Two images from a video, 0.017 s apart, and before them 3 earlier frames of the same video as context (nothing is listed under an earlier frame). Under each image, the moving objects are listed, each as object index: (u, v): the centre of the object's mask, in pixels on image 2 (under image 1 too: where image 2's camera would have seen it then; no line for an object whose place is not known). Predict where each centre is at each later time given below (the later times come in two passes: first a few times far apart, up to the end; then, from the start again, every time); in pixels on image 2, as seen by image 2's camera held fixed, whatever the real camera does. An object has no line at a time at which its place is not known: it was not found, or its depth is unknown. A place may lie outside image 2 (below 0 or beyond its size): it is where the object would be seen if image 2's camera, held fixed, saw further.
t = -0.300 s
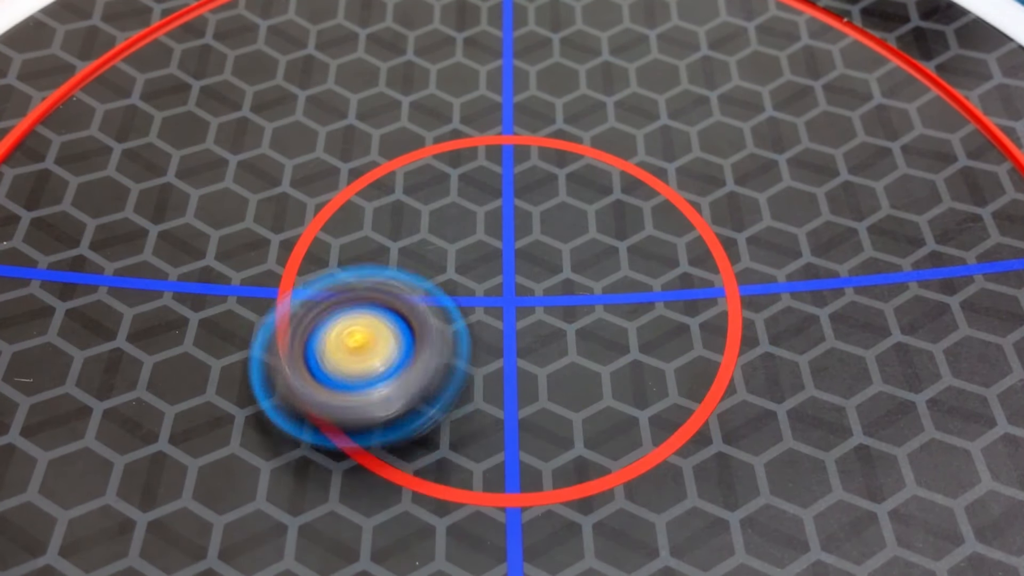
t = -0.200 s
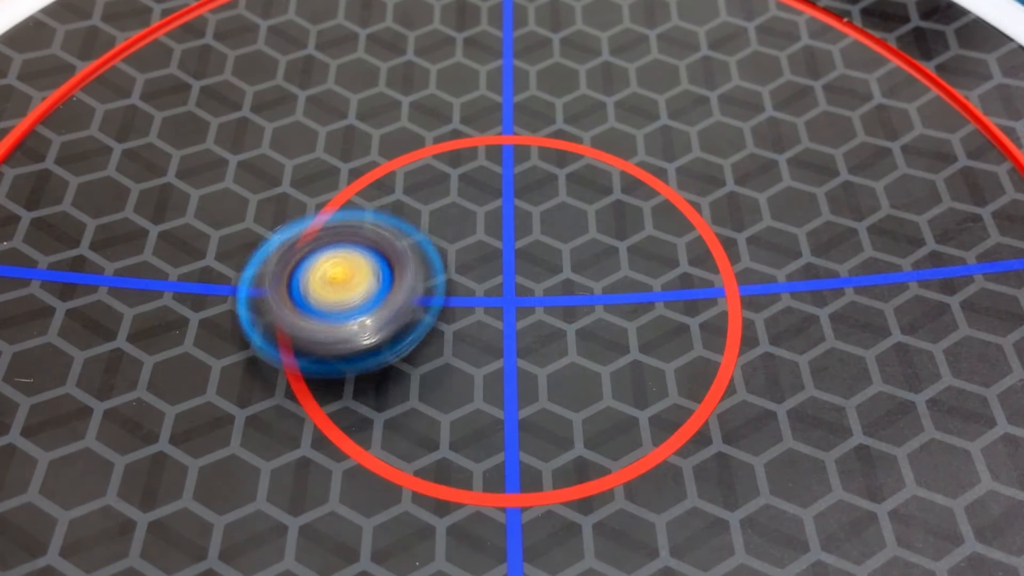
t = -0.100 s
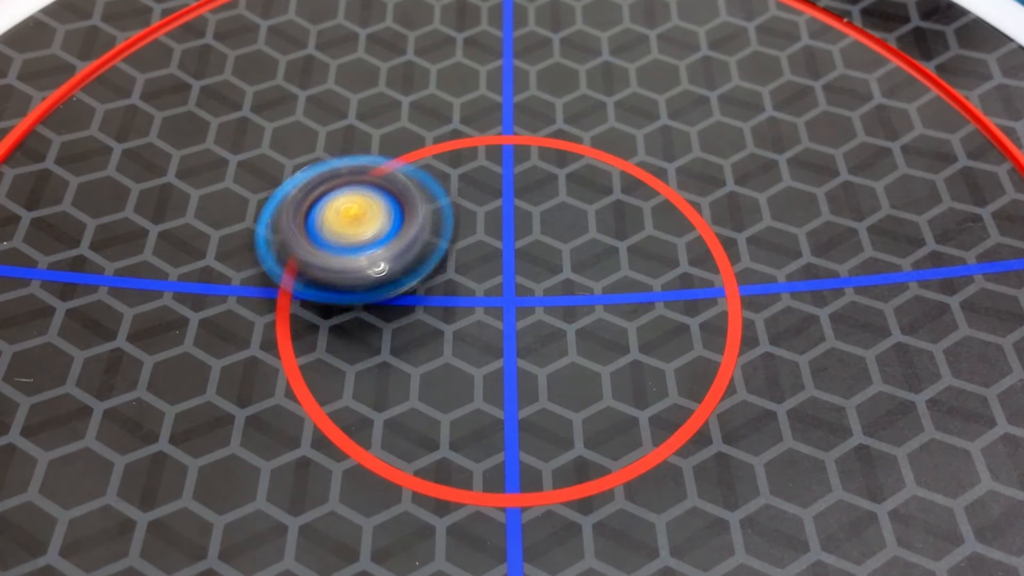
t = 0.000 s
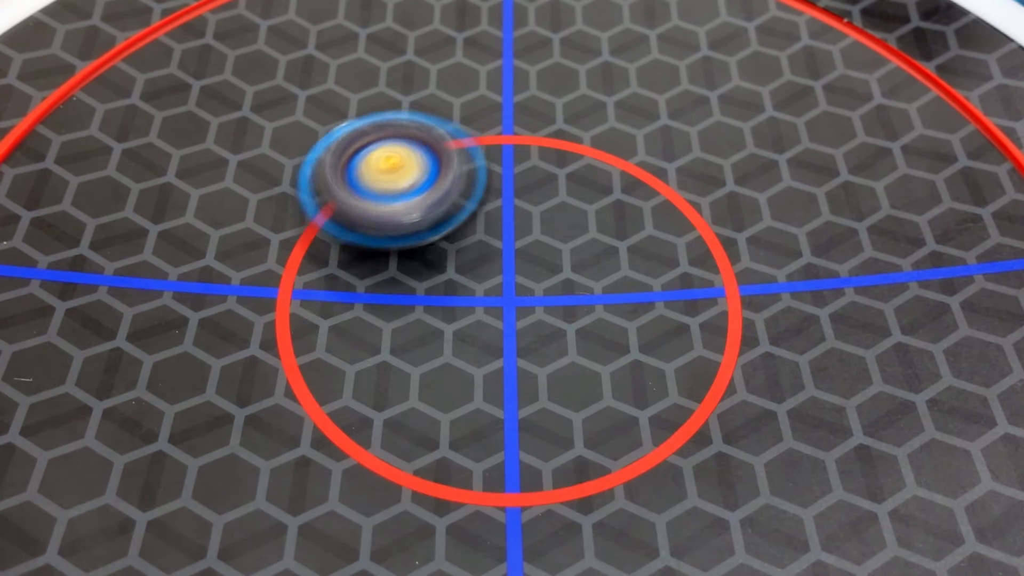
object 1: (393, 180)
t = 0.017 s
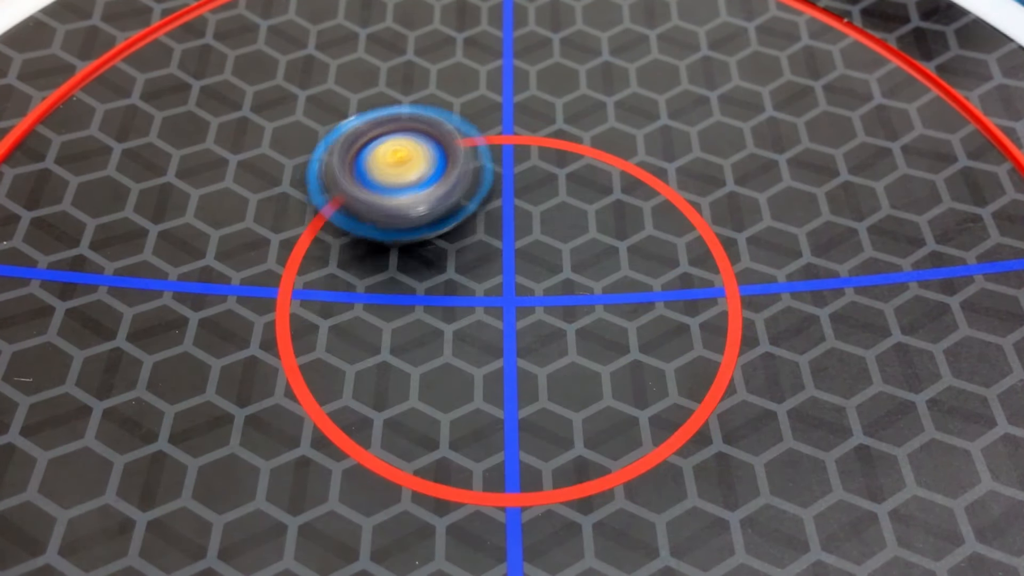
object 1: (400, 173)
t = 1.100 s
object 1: (536, 434)
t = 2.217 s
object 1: (688, 238)
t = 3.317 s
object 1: (487, 138)
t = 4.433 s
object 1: (387, 290)
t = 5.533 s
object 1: (529, 377)
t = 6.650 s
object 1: (631, 161)
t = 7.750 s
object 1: (517, 213)
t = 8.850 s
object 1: (497, 319)
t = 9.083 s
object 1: (508, 325)
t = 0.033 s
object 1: (409, 167)
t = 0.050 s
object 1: (417, 162)
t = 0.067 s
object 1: (425, 157)
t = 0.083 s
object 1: (435, 151)
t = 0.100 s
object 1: (445, 148)
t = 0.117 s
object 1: (455, 144)
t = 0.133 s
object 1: (465, 140)
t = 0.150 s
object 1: (474, 137)
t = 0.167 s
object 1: (485, 135)
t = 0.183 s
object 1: (495, 133)
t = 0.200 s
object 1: (505, 131)
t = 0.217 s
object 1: (517, 130)
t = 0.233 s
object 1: (528, 129)
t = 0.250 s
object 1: (538, 130)
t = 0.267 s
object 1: (550, 130)
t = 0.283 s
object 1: (560, 131)
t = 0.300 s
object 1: (569, 132)
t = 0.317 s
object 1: (580, 134)
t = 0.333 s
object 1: (590, 136)
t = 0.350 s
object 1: (601, 139)
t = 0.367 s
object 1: (611, 142)
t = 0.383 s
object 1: (621, 145)
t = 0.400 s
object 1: (631, 150)
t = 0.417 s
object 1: (641, 154)
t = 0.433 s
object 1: (651, 159)
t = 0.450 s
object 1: (660, 165)
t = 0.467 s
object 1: (669, 171)
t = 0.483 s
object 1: (678, 177)
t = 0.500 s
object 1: (686, 184)
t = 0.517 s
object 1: (694, 191)
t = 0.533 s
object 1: (701, 198)
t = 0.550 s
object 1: (708, 206)
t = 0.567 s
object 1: (714, 215)
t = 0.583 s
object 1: (721, 224)
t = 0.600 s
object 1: (726, 232)
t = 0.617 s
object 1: (731, 241)
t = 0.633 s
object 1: (736, 251)
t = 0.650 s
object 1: (739, 260)
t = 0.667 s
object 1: (742, 270)
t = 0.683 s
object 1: (745, 280)
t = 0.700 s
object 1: (746, 290)
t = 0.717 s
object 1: (747, 299)
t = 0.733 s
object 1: (747, 310)
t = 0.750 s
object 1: (746, 321)
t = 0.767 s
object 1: (744, 331)
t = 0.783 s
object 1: (742, 341)
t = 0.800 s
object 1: (738, 350)
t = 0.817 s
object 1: (733, 360)
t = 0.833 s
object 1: (728, 369)
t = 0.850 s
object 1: (720, 378)
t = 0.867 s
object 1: (713, 387)
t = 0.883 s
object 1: (705, 394)
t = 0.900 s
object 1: (697, 402)
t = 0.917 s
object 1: (686, 409)
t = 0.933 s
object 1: (674, 416)
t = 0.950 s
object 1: (663, 421)
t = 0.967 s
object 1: (652, 426)
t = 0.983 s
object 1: (638, 430)
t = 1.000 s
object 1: (623, 433)
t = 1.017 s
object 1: (609, 436)
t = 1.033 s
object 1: (596, 437)
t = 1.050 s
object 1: (580, 437)
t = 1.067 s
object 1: (565, 437)
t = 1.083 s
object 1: (549, 436)
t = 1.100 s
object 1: (536, 434)
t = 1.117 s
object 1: (521, 431)
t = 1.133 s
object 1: (507, 428)
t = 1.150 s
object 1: (493, 423)
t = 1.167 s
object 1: (479, 417)
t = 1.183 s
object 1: (464, 410)
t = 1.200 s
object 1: (451, 404)
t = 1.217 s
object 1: (439, 397)
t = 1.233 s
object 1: (428, 388)
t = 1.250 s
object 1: (416, 379)
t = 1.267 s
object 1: (406, 369)
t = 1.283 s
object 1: (397, 359)
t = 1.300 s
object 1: (389, 349)
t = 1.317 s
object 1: (381, 338)
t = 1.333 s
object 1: (374, 328)
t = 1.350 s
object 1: (369, 316)
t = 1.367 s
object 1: (365, 305)
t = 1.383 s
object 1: (361, 294)
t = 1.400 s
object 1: (358, 283)
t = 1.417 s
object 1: (357, 272)
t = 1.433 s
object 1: (356, 261)
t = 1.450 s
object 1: (354, 254)
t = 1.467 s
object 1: (350, 250)
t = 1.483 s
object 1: (347, 245)
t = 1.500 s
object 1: (344, 242)
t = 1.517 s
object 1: (343, 238)
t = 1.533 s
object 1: (343, 234)
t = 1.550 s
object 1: (343, 230)
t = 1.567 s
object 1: (345, 227)
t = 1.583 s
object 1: (347, 223)
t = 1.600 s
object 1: (350, 219)
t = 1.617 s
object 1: (354, 215)
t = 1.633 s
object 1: (359, 211)
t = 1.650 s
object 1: (365, 208)
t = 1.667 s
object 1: (371, 203)
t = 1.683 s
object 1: (378, 200)
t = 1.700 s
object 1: (385, 197)
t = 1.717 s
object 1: (394, 193)
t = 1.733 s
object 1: (403, 190)
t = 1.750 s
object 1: (413, 187)
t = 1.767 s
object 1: (423, 184)
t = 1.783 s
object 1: (433, 182)
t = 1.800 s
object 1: (445, 179)
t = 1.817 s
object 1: (456, 176)
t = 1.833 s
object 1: (467, 174)
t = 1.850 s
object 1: (478, 172)
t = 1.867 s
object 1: (490, 170)
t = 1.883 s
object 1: (501, 169)
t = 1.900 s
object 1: (513, 168)
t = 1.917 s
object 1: (524, 168)
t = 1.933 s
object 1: (536, 168)
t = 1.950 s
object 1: (547, 168)
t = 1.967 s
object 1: (558, 169)
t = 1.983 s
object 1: (570, 170)
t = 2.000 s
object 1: (581, 172)
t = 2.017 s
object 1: (592, 175)
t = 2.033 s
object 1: (602, 178)
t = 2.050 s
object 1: (613, 181)
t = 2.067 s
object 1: (622, 185)
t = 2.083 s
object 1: (632, 189)
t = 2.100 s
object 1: (641, 194)
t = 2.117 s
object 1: (649, 198)
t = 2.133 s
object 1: (657, 204)
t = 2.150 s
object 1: (665, 210)
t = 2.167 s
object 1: (672, 217)
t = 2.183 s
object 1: (678, 223)
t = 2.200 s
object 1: (683, 230)
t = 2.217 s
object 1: (688, 238)
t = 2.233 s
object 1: (693, 246)
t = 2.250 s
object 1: (697, 254)
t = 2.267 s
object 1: (700, 262)
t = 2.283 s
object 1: (701, 271)
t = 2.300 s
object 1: (703, 279)
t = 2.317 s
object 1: (703, 289)
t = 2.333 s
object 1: (703, 297)
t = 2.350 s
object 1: (701, 306)
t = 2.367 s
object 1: (699, 315)
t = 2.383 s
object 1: (696, 324)
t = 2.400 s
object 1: (692, 332)
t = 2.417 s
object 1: (687, 340)
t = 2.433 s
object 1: (680, 349)
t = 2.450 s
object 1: (673, 356)
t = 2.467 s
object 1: (666, 363)
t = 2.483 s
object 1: (657, 370)
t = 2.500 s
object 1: (645, 377)
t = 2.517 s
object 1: (635, 384)
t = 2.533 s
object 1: (624, 389)
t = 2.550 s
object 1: (612, 393)
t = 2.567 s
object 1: (600, 397)
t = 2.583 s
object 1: (588, 400)
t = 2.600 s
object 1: (576, 403)
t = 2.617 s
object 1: (563, 405)
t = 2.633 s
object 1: (550, 405)
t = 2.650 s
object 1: (536, 405)
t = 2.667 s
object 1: (523, 405)
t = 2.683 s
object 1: (510, 402)
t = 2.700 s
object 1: (497, 400)
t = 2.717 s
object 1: (484, 397)
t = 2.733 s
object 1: (472, 393)
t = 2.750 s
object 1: (459, 388)
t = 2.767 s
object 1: (448, 383)
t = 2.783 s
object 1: (437, 377)
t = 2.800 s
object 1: (426, 370)
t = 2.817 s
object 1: (417, 363)
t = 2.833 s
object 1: (409, 355)
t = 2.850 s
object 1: (401, 347)
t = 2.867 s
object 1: (394, 338)
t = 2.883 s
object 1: (388, 329)
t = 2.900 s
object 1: (382, 320)
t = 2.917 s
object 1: (377, 311)
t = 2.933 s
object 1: (374, 301)
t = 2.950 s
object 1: (371, 291)
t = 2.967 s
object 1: (369, 281)
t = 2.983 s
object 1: (368, 271)
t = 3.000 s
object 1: (368, 262)
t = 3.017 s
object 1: (369, 253)
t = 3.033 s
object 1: (370, 243)
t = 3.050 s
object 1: (373, 234)
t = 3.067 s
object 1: (376, 225)
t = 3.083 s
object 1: (380, 217)
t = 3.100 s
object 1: (384, 208)
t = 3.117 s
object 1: (389, 200)
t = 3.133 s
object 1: (395, 193)
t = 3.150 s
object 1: (402, 186)
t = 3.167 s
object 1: (409, 179)
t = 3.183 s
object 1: (415, 173)
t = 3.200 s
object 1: (423, 167)
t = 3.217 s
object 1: (430, 162)
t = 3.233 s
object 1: (439, 157)
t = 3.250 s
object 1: (449, 152)
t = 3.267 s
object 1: (458, 147)
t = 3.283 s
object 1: (467, 144)
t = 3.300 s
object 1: (477, 141)
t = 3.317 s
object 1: (487, 138)
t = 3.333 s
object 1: (497, 136)
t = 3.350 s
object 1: (507, 134)
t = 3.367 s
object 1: (517, 133)
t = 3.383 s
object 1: (528, 132)
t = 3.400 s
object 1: (538, 132)
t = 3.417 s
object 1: (548, 132)
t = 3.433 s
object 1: (559, 133)
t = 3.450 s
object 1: (569, 134)
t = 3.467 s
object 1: (579, 136)
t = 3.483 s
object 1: (589, 139)
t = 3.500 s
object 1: (599, 142)
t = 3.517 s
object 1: (609, 145)
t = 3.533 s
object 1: (617, 149)
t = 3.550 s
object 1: (625, 153)
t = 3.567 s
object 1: (633, 158)
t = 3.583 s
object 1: (642, 163)
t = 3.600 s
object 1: (649, 168)
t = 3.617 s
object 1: (657, 174)
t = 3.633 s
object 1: (664, 181)
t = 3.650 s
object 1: (670, 188)
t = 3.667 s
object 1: (676, 195)
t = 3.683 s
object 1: (681, 202)
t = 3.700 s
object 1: (686, 211)
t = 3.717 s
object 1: (690, 218)
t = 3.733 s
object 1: (693, 226)
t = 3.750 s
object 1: (696, 235)
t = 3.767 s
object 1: (698, 245)
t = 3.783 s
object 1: (699, 253)
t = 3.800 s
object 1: (700, 262)
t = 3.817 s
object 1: (699, 272)
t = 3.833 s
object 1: (699, 280)
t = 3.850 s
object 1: (696, 290)
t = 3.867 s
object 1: (692, 298)
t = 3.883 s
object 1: (688, 307)
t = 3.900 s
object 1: (682, 316)
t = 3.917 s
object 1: (677, 325)
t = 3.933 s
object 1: (670, 333)
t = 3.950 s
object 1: (663, 341)
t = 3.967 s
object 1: (654, 347)
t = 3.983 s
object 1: (632, 351)
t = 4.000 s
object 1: (626, 357)
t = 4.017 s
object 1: (621, 365)
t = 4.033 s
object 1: (611, 370)
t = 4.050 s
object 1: (603, 377)
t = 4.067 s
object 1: (590, 380)
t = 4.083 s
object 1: (579, 382)
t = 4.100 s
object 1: (568, 385)
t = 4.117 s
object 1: (556, 387)
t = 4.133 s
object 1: (542, 387)
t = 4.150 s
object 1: (529, 387)
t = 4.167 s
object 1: (517, 386)
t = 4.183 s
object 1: (504, 384)
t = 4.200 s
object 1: (492, 382)
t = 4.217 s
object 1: (480, 378)
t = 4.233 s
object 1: (470, 374)
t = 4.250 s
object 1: (459, 370)
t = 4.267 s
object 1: (448, 365)
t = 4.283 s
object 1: (440, 360)
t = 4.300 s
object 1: (431, 354)
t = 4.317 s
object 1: (422, 347)
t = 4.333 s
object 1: (414, 339)
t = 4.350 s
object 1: (407, 331)
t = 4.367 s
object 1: (401, 323)
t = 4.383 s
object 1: (396, 315)
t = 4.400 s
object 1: (392, 306)
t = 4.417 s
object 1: (389, 298)
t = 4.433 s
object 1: (387, 290)
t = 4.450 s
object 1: (385, 281)
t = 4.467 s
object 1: (383, 273)
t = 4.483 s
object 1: (383, 264)
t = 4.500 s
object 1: (384, 255)
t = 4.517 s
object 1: (385, 247)
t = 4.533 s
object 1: (387, 239)
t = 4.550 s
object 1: (390, 230)
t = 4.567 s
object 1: (393, 223)
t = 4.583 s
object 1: (398, 216)
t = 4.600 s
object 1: (403, 209)
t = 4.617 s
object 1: (407, 203)
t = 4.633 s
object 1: (413, 196)
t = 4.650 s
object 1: (420, 190)
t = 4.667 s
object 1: (427, 184)
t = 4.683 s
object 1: (435, 179)
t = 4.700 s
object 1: (443, 174)
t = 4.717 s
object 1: (451, 170)
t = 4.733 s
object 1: (460, 166)
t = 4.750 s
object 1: (469, 163)
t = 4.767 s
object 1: (478, 161)
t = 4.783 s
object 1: (486, 159)
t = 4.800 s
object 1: (496, 157)
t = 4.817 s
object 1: (506, 155)
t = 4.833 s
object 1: (515, 155)
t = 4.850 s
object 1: (524, 154)
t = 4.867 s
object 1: (535, 155)
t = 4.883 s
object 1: (544, 156)
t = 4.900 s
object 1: (553, 157)
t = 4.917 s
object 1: (563, 159)
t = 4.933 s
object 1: (571, 162)
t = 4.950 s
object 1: (580, 165)
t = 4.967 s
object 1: (589, 169)
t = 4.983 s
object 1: (597, 173)
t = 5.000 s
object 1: (605, 177)
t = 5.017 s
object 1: (613, 182)
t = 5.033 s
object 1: (621, 188)
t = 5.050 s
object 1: (627, 193)
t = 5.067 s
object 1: (633, 199)
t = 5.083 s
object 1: (639, 206)
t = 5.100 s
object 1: (644, 213)
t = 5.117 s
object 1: (648, 220)
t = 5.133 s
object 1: (652, 228)
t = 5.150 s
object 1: (656, 236)
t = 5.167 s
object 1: (657, 244)
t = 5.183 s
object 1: (660, 253)
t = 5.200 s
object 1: (661, 261)
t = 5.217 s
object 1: (661, 269)
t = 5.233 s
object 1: (661, 278)
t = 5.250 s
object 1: (660, 287)
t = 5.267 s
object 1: (657, 295)
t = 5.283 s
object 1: (644, 304)
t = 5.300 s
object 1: (641, 311)
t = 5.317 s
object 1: (638, 319)
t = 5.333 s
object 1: (634, 326)
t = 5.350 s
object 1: (629, 334)
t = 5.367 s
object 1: (624, 340)
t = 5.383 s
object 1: (619, 347)
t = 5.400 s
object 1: (611, 353)
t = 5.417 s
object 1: (602, 358)
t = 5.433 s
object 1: (593, 363)
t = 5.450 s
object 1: (582, 367)
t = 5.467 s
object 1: (572, 370)
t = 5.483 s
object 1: (562, 373)
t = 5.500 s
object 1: (550, 375)
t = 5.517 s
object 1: (541, 376)
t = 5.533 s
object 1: (529, 377)
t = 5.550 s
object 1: (517, 376)
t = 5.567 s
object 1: (506, 375)
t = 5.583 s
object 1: (495, 373)
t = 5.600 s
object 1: (486, 371)
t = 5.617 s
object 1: (476, 367)
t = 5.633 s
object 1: (469, 363)
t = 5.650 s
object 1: (460, 357)
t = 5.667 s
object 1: (452, 351)
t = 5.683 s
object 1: (445, 344)
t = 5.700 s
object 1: (438, 337)
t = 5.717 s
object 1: (433, 331)
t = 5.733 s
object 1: (428, 323)
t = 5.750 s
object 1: (424, 316)
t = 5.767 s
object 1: (418, 309)
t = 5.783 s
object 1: (414, 301)
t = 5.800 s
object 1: (411, 293)
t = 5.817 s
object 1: (408, 285)
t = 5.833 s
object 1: (406, 277)
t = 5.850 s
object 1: (405, 270)
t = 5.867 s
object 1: (405, 263)
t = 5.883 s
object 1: (404, 255)
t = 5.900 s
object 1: (405, 248)
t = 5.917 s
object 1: (407, 241)
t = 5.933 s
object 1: (409, 234)
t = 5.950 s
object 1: (412, 228)
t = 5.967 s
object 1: (416, 222)
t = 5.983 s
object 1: (419, 216)
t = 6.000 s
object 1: (425, 211)
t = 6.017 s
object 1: (430, 206)
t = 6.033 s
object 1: (437, 201)
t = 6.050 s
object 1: (443, 198)
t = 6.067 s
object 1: (451, 195)
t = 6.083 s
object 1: (457, 193)
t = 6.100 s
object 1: (465, 191)
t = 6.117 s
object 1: (473, 189)
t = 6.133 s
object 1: (480, 188)
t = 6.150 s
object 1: (488, 189)
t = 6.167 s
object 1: (496, 189)
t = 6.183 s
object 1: (504, 191)
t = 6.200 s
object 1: (510, 193)
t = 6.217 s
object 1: (518, 195)
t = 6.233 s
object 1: (524, 198)
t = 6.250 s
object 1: (530, 201)
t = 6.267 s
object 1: (536, 205)
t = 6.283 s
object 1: (542, 209)
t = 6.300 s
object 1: (546, 213)
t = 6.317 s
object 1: (550, 218)
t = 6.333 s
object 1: (553, 222)
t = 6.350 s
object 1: (556, 227)
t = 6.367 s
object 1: (559, 232)
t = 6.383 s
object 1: (561, 236)
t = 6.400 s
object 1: (562, 242)
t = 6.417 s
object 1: (562, 247)
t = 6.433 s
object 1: (562, 252)
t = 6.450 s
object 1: (562, 257)
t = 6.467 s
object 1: (561, 262)
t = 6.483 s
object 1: (559, 266)
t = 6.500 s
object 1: (563, 264)
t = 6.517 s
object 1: (572, 250)
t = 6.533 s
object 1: (582, 237)
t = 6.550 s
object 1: (589, 226)
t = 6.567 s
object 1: (599, 212)
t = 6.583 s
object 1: (606, 201)
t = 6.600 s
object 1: (613, 189)
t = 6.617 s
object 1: (620, 179)
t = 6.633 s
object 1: (625, 169)
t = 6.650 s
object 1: (631, 161)
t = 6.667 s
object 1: (635, 153)
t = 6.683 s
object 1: (640, 146)
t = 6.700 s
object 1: (644, 139)
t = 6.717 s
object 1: (647, 133)
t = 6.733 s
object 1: (650, 129)
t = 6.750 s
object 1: (652, 125)
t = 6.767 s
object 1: (655, 121)
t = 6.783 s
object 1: (657, 119)
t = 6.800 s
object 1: (658, 117)
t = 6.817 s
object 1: (659, 116)
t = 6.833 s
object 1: (660, 116)
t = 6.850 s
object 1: (661, 116)
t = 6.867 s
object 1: (662, 117)
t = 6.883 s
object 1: (662, 119)
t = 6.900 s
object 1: (662, 121)
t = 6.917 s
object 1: (662, 124)
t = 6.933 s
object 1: (662, 127)
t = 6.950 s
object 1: (662, 131)
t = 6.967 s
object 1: (662, 135)
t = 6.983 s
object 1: (661, 140)
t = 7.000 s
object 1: (661, 144)
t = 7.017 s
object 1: (660, 148)
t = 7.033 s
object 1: (659, 152)
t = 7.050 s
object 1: (657, 157)
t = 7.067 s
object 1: (655, 162)
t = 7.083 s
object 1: (653, 166)
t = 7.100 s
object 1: (651, 171)
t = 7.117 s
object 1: (649, 175)
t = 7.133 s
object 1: (646, 179)
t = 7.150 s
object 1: (644, 184)
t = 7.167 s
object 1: (641, 188)
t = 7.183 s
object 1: (639, 192)
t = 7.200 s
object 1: (635, 197)
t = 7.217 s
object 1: (631, 201)
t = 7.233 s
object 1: (629, 205)
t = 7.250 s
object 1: (625, 210)
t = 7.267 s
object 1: (622, 214)
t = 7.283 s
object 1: (618, 218)
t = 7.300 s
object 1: (614, 222)
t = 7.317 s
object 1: (611, 226)
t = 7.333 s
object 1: (607, 229)
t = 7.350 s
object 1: (603, 233)
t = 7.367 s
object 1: (599, 237)
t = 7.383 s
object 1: (595, 240)
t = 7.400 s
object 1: (591, 243)
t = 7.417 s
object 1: (589, 246)
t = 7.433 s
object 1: (585, 249)
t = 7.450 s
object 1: (581, 250)
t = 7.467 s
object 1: (577, 249)
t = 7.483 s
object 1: (573, 247)
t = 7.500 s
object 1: (569, 245)
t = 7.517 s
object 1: (565, 243)
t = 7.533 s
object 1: (561, 240)
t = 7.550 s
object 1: (557, 236)
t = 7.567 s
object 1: (552, 233)
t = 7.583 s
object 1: (548, 230)
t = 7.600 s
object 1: (544, 226)
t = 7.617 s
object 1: (540, 224)
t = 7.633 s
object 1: (537, 222)
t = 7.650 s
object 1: (533, 219)
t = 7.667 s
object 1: (530, 217)
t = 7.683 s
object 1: (527, 216)
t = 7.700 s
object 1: (525, 215)
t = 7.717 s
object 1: (522, 214)
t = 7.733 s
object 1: (519, 214)
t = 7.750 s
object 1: (517, 213)
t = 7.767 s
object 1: (515, 213)
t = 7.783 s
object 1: (512, 214)
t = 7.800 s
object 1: (511, 214)
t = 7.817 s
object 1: (509, 215)
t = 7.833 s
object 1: (508, 216)
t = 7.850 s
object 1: (506, 217)
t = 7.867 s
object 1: (505, 217)
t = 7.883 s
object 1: (505, 218)
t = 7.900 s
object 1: (504, 220)
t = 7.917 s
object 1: (503, 221)
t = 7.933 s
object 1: (502, 223)
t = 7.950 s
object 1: (502, 225)
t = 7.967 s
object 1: (502, 227)
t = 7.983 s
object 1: (502, 229)
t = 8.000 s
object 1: (502, 230)
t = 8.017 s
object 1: (503, 232)
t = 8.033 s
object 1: (499, 233)
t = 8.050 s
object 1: (490, 233)
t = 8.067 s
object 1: (483, 233)
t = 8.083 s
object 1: (476, 234)
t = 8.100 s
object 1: (471, 235)
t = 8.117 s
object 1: (464, 236)
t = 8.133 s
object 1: (460, 236)
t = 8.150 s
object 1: (456, 237)
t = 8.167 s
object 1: (452, 238)
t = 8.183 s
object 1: (448, 239)
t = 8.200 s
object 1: (446, 240)
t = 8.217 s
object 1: (444, 241)
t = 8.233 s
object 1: (442, 243)
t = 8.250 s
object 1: (441, 244)
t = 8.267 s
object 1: (440, 246)
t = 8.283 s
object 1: (440, 247)
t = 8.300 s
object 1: (440, 249)
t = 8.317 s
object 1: (440, 250)
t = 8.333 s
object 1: (441, 252)
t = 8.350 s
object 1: (443, 253)
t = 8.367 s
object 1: (443, 255)
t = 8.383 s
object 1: (446, 256)
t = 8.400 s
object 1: (448, 258)
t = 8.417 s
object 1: (450, 260)
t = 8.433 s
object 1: (452, 260)
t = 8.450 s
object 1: (455, 262)
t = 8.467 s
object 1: (458, 263)
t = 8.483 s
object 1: (461, 265)
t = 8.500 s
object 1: (464, 265)
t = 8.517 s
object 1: (467, 266)
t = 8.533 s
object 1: (471, 267)
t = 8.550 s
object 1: (473, 268)
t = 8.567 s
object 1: (477, 269)
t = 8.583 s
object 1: (480, 270)
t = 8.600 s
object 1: (484, 271)
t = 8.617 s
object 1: (486, 271)
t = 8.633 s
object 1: (490, 272)
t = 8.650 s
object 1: (494, 272)
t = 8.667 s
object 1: (497, 273)
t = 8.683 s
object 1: (500, 273)
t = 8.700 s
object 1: (502, 276)
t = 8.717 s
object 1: (501, 282)
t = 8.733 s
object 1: (499, 288)
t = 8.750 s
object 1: (499, 294)
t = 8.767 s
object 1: (499, 299)
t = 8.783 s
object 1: (498, 304)
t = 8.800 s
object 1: (497, 308)
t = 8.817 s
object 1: (497, 312)
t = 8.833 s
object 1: (497, 316)
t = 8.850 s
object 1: (497, 319)
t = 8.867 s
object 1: (498, 321)
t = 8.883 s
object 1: (498, 324)
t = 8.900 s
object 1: (498, 325)
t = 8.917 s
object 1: (499, 326)
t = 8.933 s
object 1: (500, 327)
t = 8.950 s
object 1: (500, 328)
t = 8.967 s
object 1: (501, 328)
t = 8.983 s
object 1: (502, 329)
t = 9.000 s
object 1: (503, 329)
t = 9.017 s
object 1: (504, 328)
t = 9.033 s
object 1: (505, 328)
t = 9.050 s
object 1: (506, 327)
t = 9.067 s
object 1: (506, 326)
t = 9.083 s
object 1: (508, 325)
